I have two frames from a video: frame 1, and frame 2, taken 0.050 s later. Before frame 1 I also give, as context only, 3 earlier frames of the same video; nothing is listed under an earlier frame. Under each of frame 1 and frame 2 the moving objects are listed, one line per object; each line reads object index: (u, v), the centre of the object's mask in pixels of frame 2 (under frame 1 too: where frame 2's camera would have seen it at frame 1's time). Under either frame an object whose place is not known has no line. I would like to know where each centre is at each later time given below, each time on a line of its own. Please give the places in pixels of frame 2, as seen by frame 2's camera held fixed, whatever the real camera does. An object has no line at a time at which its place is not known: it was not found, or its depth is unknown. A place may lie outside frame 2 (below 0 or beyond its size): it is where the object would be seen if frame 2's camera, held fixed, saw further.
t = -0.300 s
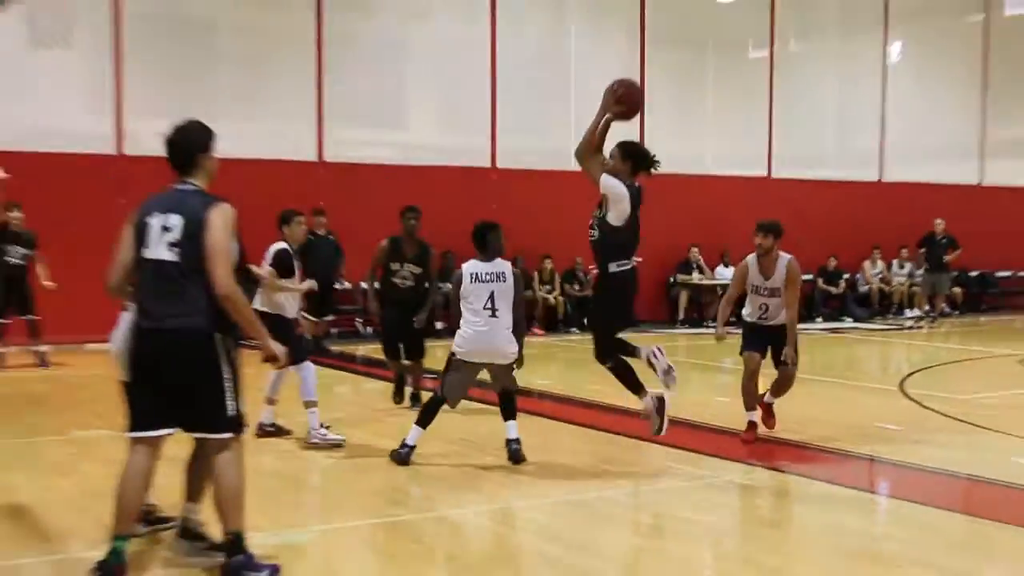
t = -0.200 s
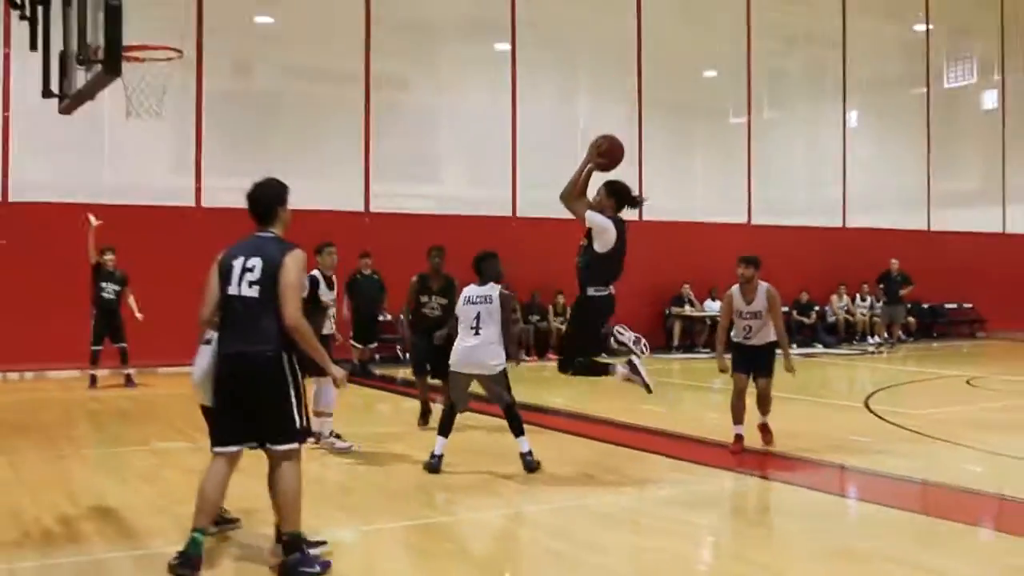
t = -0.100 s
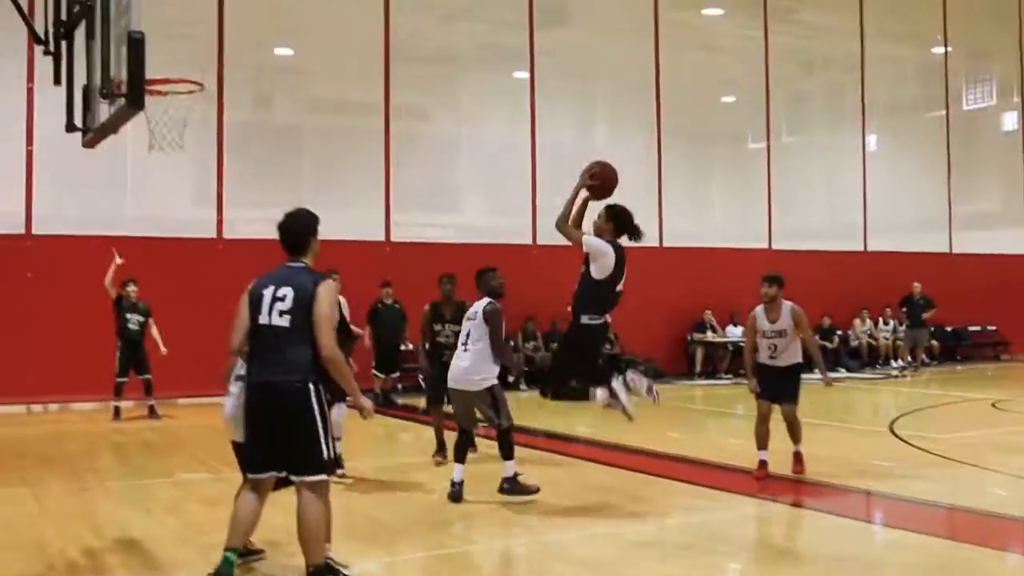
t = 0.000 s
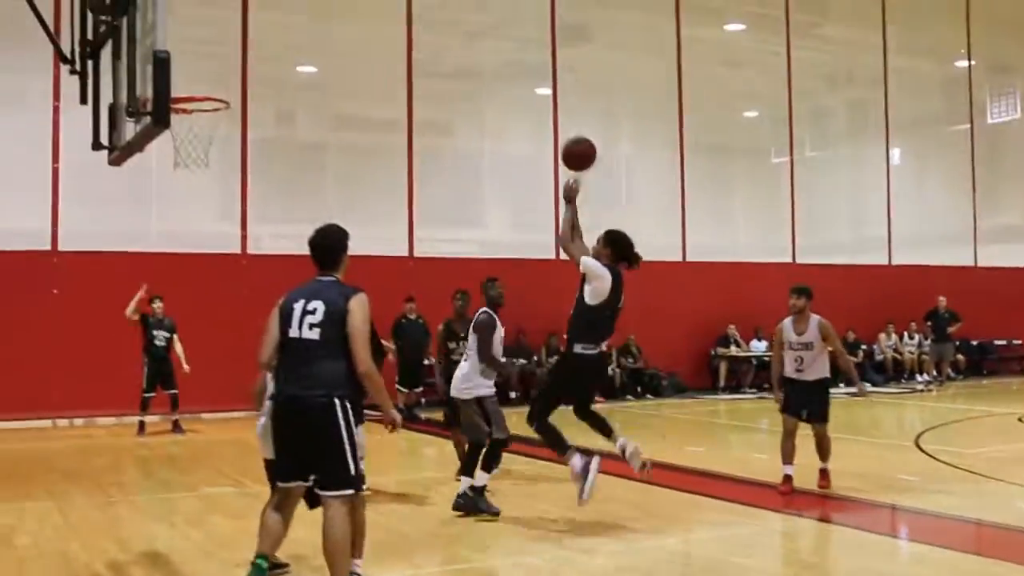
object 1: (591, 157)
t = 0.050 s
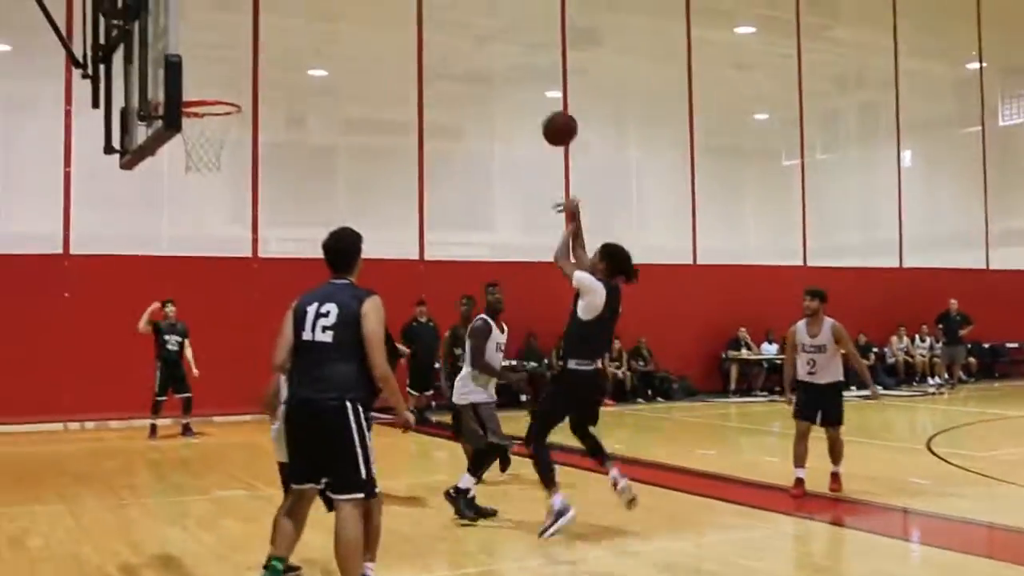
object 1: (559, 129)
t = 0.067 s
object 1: (549, 120)
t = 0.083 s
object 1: (538, 112)
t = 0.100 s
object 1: (528, 104)
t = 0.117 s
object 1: (518, 96)
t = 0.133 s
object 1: (508, 90)
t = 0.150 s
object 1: (499, 83)
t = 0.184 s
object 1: (481, 72)
